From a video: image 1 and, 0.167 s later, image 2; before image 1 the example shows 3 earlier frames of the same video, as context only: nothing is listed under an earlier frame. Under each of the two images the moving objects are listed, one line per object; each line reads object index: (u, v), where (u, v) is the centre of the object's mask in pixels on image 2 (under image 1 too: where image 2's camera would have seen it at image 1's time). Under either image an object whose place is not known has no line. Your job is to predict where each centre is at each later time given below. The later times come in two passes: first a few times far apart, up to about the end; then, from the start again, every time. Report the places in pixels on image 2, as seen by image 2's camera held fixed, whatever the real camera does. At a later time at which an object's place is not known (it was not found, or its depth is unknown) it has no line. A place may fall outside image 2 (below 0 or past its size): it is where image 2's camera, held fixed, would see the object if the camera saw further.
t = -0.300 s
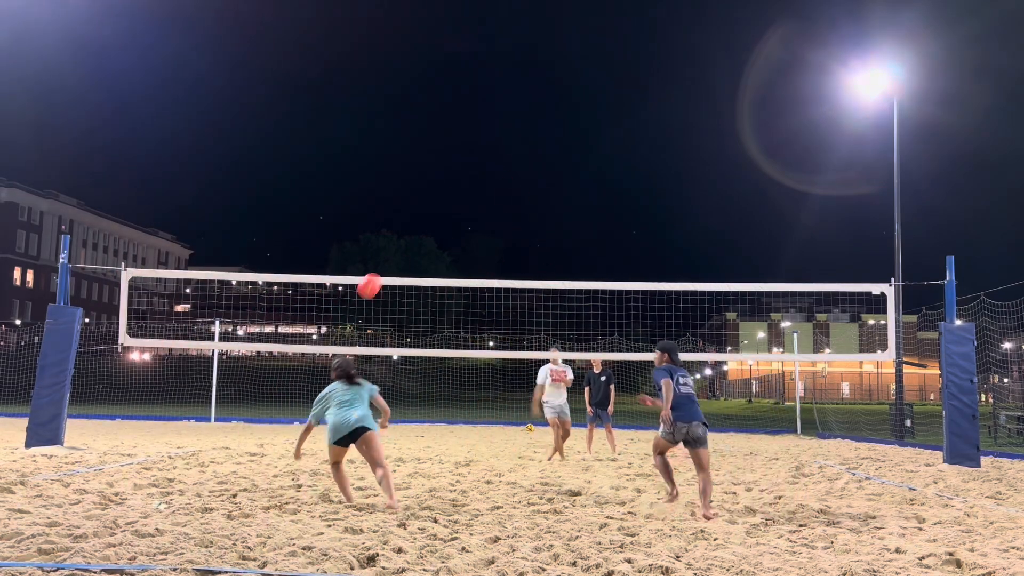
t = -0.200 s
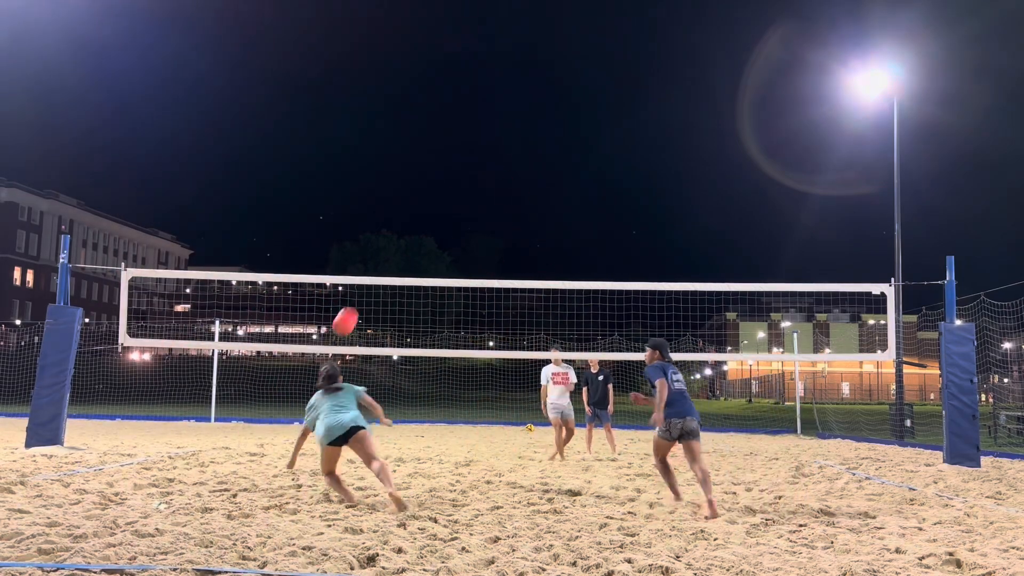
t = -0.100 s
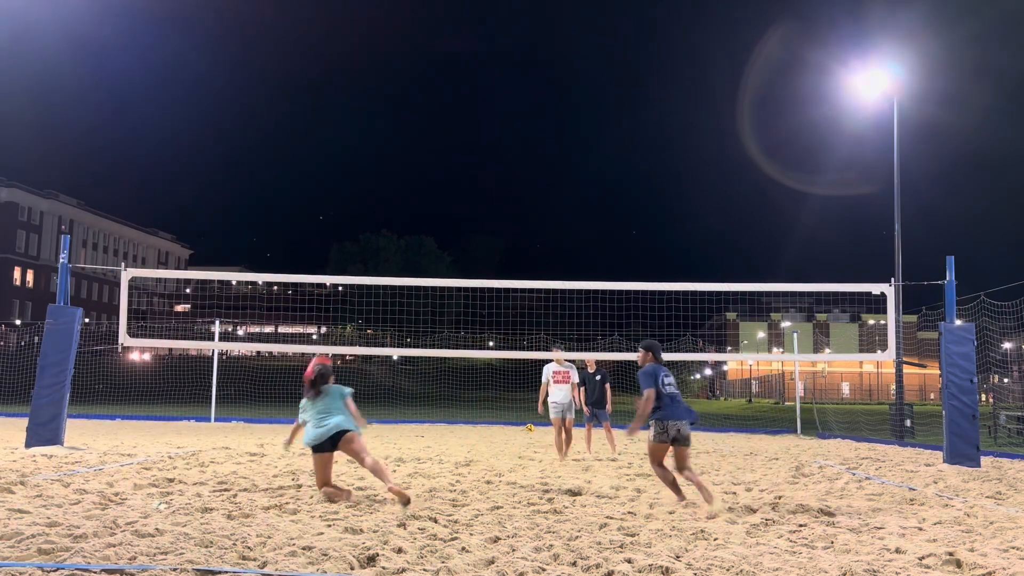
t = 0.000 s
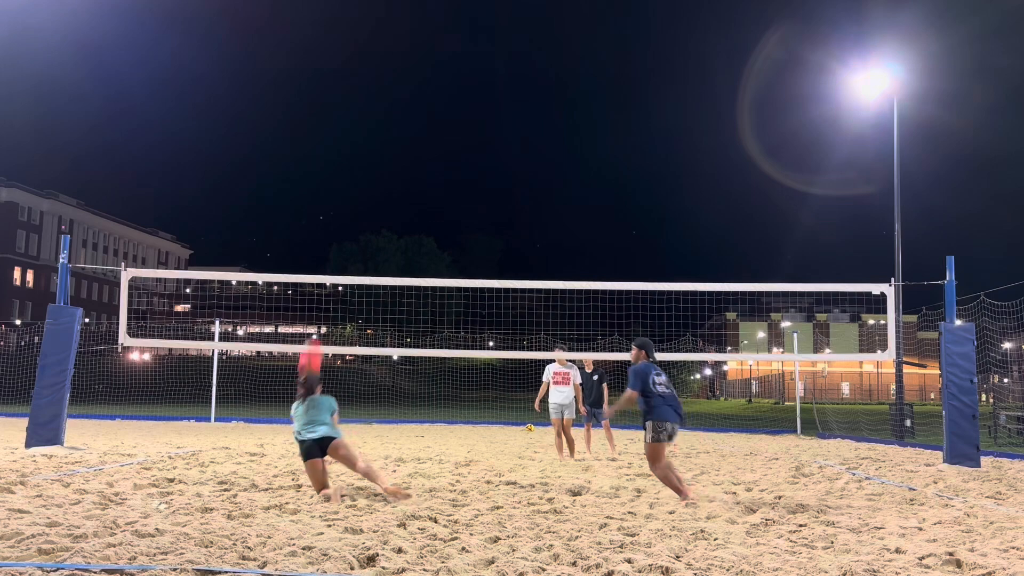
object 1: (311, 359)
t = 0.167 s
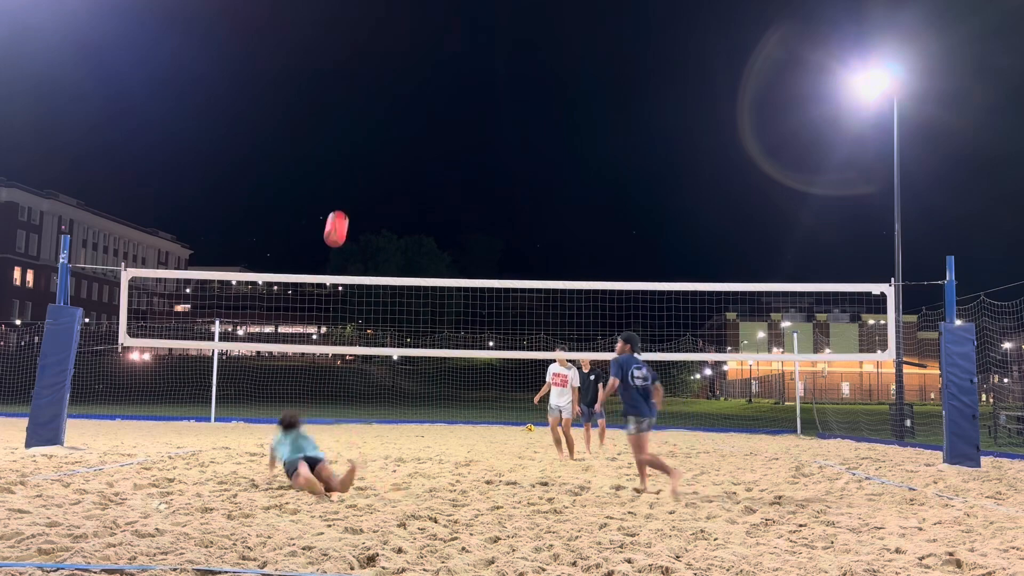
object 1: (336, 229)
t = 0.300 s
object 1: (353, 151)
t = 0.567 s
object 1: (382, 51)
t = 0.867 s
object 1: (408, 14)
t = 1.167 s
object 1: (431, 51)
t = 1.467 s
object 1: (451, 156)
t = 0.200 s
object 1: (341, 208)
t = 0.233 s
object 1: (345, 187)
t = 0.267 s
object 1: (349, 169)
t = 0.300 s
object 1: (353, 151)
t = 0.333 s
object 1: (357, 134)
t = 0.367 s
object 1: (361, 119)
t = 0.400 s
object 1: (365, 105)
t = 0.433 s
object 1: (368, 92)
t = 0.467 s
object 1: (372, 80)
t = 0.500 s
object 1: (375, 69)
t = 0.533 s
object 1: (378, 59)
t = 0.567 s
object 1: (382, 51)
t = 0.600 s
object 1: (385, 43)
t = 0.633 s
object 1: (388, 36)
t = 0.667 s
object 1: (391, 30)
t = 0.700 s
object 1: (394, 25)
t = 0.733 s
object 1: (397, 21)
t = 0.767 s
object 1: (400, 18)
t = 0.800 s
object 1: (403, 16)
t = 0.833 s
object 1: (405, 15)
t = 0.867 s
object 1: (408, 14)
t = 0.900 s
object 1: (411, 15)
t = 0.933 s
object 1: (413, 17)
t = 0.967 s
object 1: (416, 19)
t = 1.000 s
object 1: (419, 22)
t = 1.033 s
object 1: (421, 26)
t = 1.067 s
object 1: (424, 31)
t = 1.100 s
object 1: (426, 37)
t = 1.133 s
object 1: (428, 44)
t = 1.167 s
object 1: (431, 51)
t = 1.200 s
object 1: (433, 60)
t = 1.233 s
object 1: (436, 69)
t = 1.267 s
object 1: (438, 79)
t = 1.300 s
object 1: (440, 89)
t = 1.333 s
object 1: (443, 101)
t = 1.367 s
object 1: (445, 114)
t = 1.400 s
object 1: (447, 127)
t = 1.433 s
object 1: (449, 141)
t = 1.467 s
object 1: (451, 156)
